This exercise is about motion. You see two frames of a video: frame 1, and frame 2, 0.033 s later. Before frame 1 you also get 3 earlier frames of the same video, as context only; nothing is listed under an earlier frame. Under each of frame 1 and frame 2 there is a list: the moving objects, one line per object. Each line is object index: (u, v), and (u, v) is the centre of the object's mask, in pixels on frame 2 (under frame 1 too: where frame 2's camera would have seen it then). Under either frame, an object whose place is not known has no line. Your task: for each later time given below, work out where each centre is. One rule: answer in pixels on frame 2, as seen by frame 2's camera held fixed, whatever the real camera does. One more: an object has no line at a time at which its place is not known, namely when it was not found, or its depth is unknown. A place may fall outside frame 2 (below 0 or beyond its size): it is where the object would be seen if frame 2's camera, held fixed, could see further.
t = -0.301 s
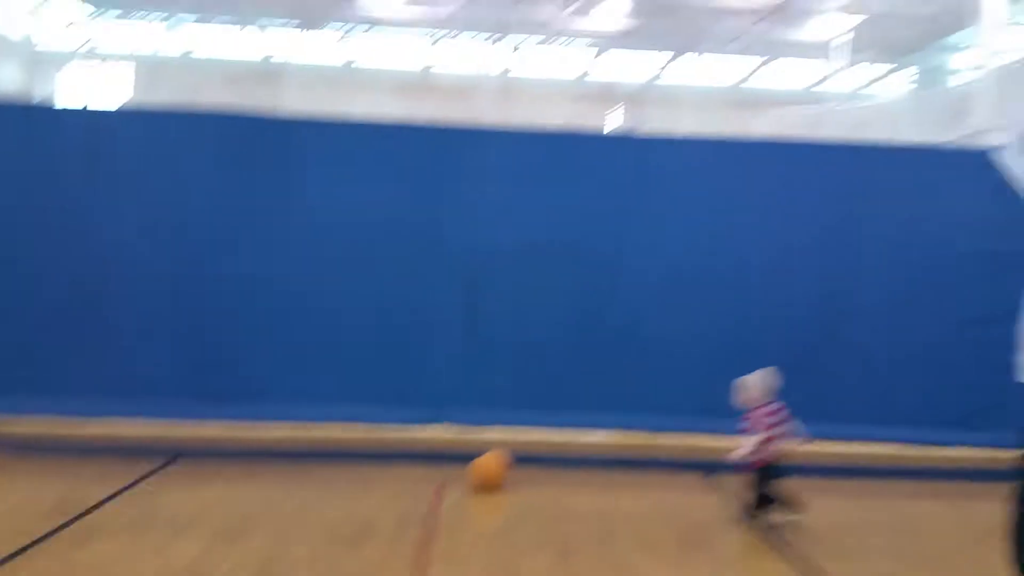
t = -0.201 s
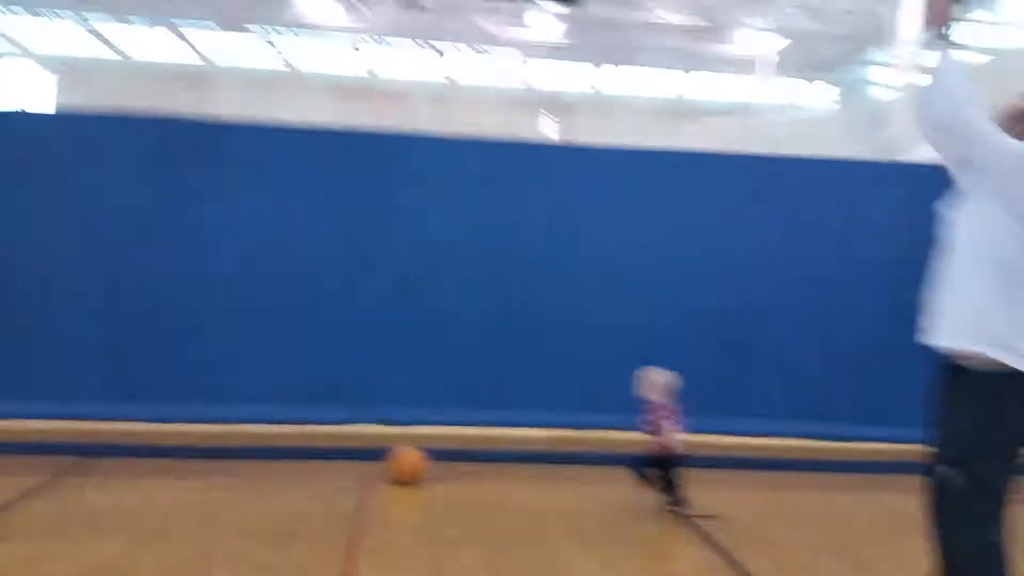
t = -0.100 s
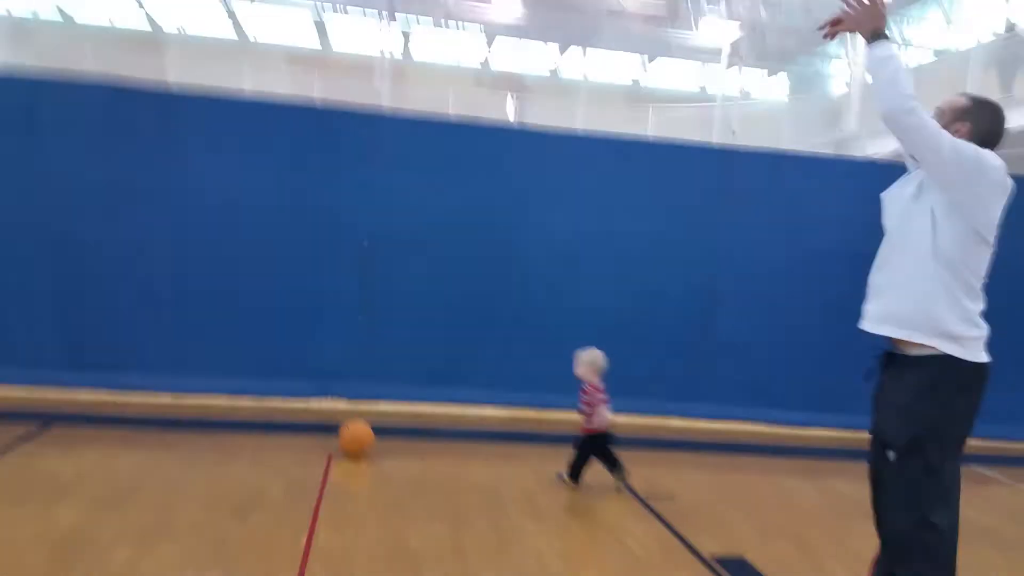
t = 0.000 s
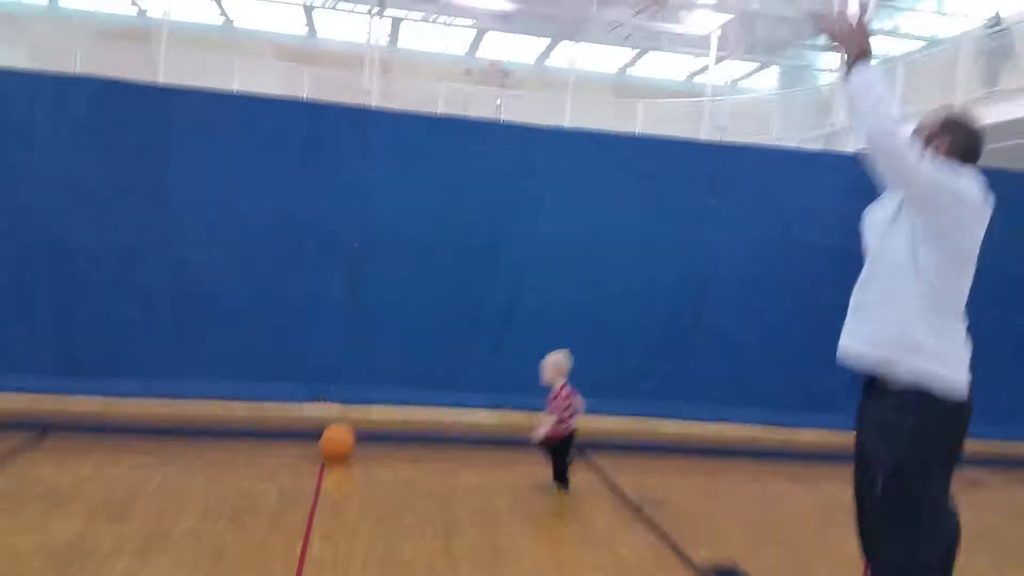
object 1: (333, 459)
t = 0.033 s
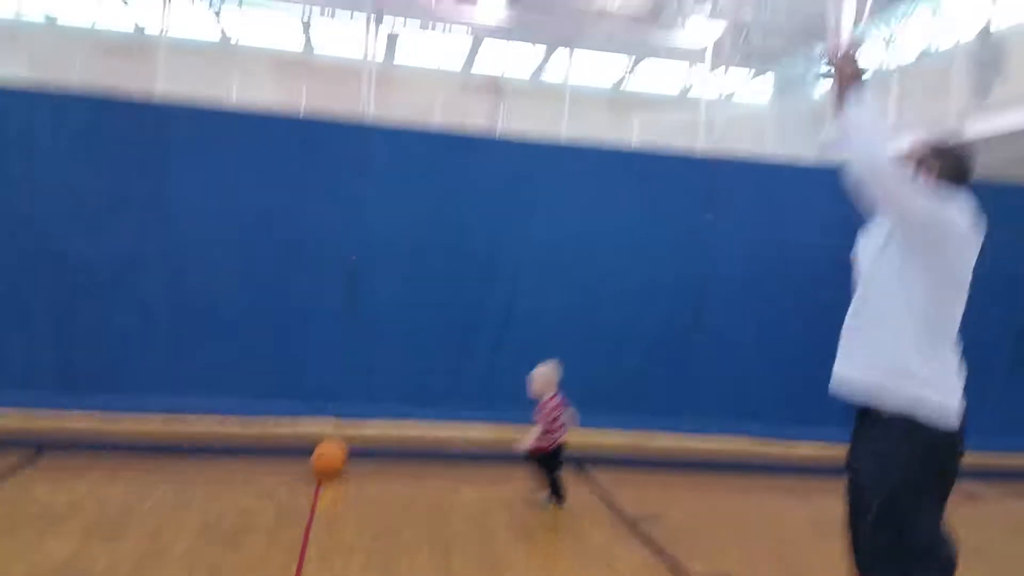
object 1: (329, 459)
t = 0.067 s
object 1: (324, 460)
